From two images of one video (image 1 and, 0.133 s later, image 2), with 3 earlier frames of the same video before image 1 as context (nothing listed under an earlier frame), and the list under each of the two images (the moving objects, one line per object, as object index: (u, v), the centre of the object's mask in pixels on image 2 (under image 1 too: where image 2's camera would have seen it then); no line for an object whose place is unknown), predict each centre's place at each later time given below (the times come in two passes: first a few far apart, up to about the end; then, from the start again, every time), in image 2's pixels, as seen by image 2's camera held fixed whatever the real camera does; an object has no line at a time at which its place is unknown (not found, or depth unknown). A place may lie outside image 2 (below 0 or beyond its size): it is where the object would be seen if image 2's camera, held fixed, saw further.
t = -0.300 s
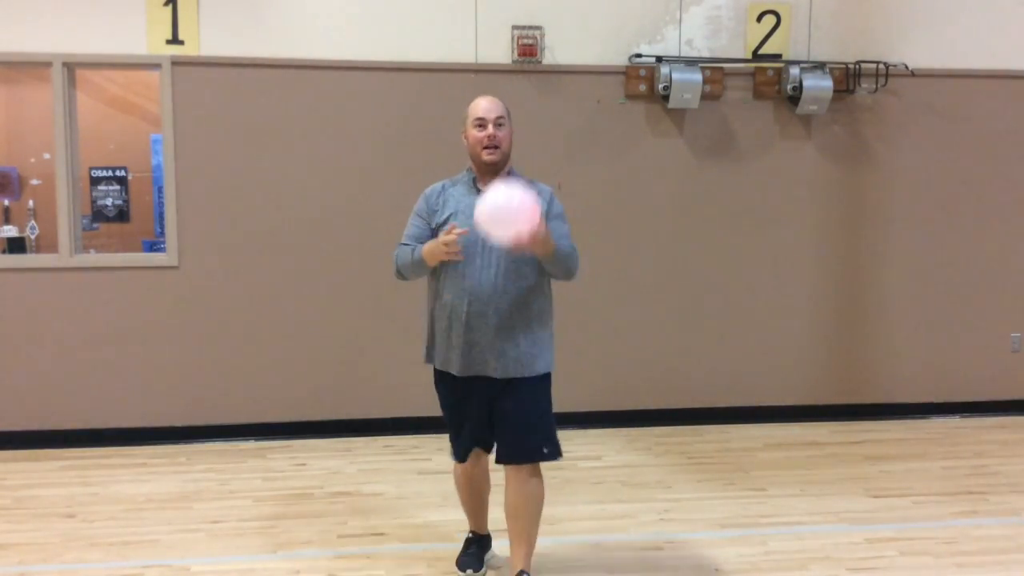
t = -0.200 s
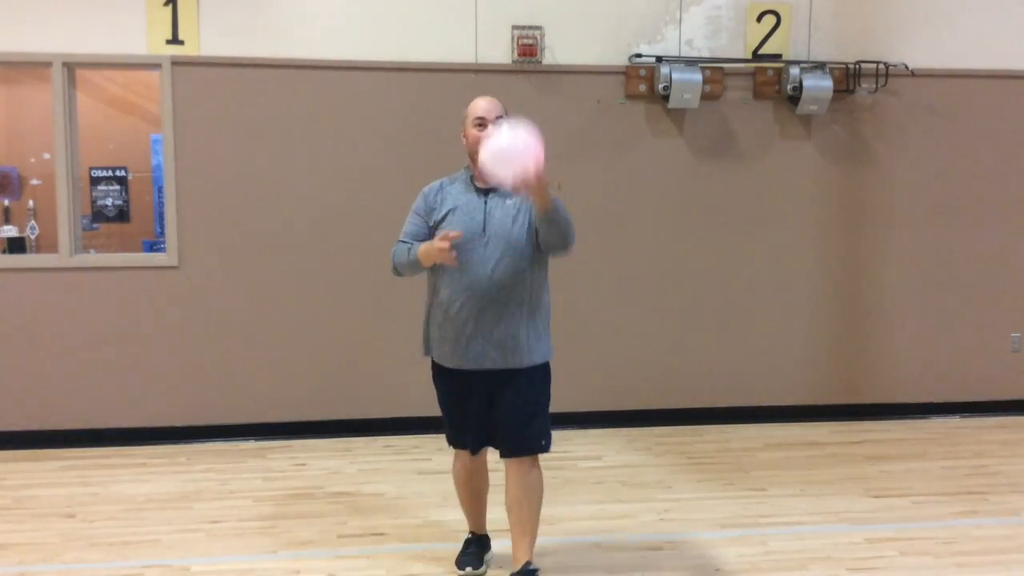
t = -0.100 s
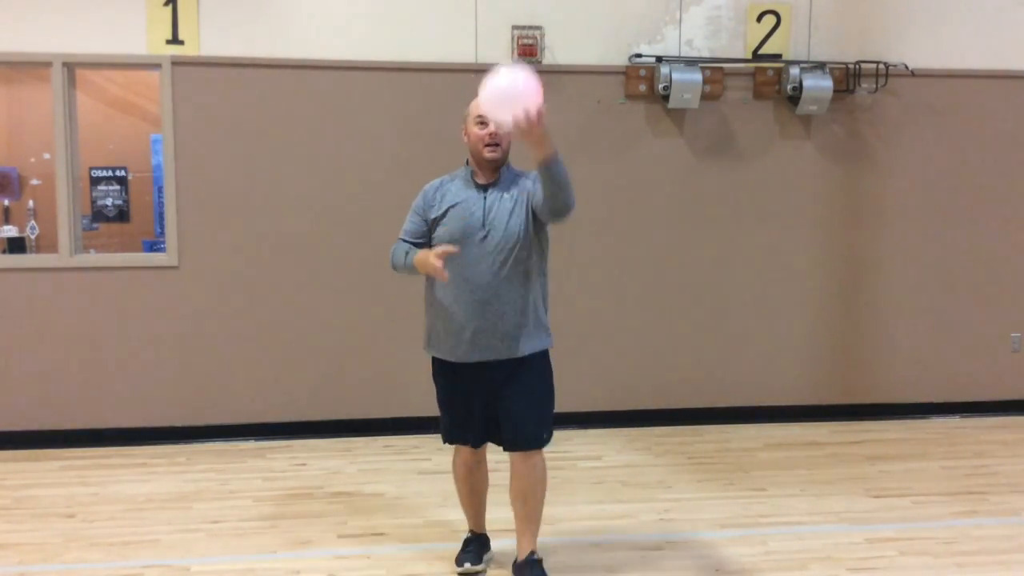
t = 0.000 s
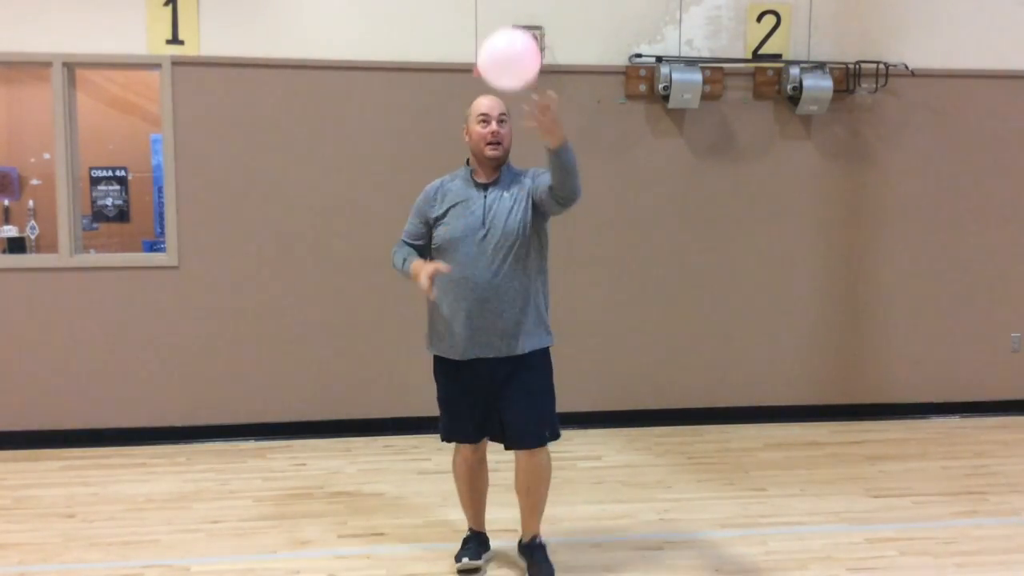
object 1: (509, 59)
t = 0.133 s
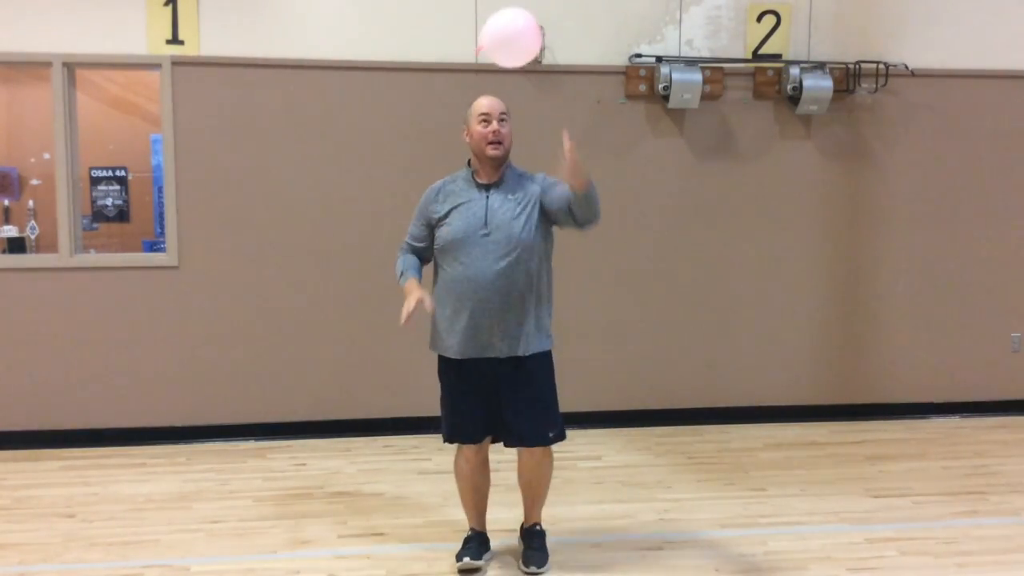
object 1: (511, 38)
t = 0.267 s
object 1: (515, 38)
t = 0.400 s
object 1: (518, 55)
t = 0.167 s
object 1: (512, 36)
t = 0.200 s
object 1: (513, 35)
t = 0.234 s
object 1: (514, 36)
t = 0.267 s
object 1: (515, 38)
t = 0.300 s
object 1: (516, 41)
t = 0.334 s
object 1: (516, 45)
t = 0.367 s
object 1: (517, 49)
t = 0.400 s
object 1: (518, 55)
